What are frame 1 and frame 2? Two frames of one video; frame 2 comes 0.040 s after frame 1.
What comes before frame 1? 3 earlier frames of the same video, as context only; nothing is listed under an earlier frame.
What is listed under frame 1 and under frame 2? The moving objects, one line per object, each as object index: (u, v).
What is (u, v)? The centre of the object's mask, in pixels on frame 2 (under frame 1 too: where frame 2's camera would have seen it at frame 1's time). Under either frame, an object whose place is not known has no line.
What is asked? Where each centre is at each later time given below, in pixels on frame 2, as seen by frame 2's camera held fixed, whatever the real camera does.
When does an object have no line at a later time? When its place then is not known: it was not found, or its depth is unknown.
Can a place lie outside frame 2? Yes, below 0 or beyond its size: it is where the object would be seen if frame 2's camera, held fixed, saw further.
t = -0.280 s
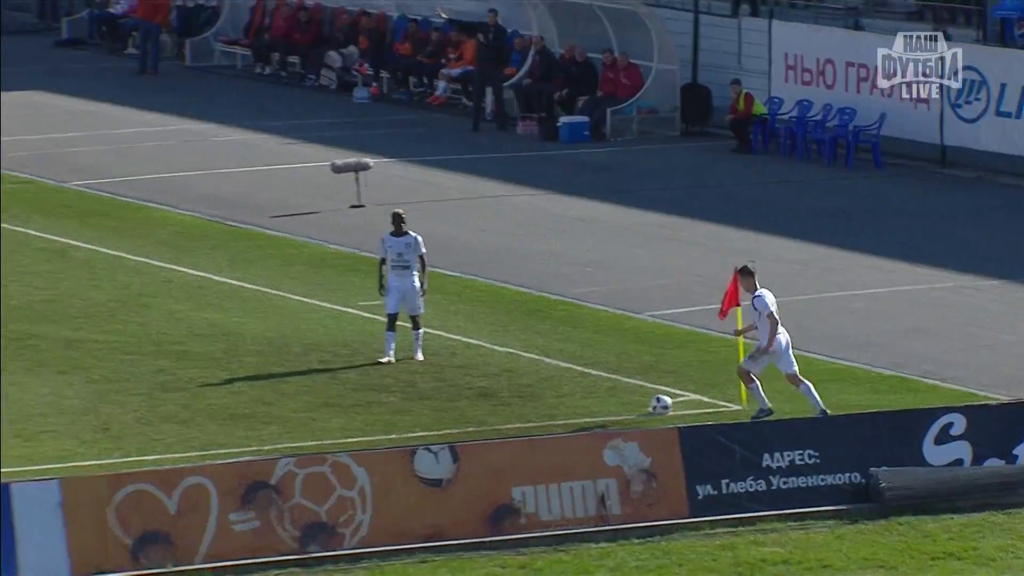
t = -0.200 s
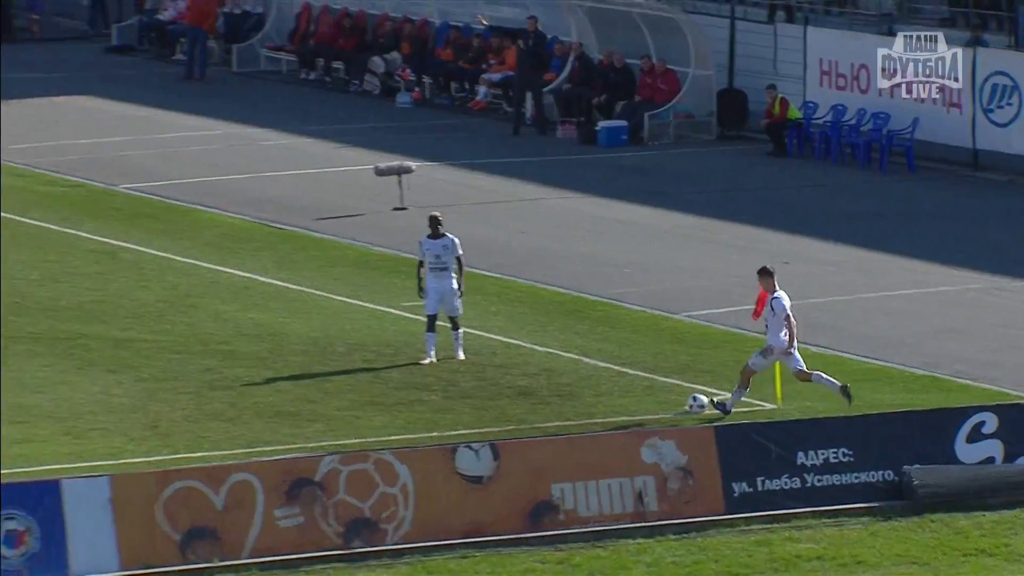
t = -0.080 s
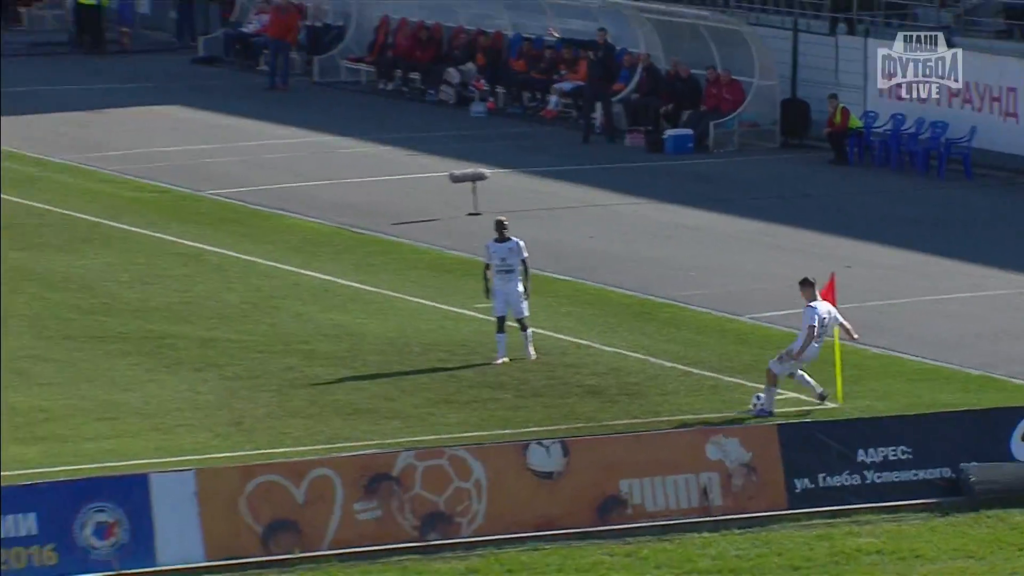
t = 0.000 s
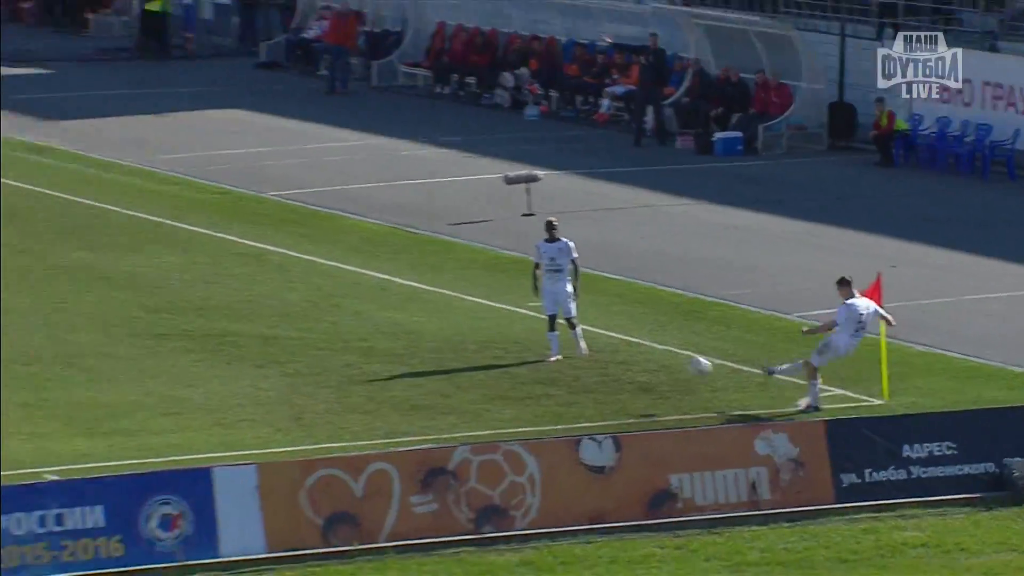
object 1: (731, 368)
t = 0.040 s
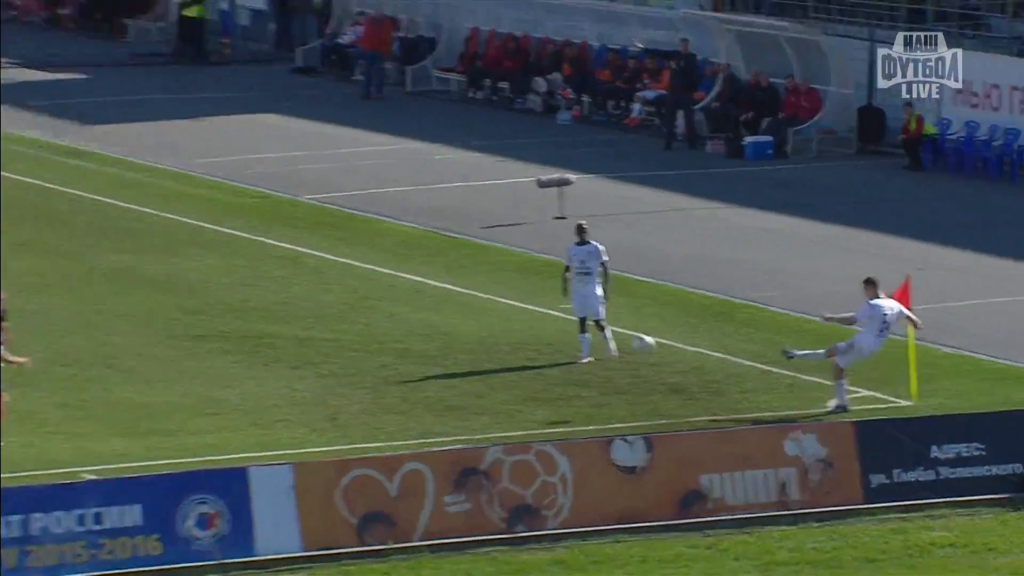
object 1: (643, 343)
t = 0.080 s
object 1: (557, 320)
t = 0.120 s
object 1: (473, 299)
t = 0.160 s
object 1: (390, 281)
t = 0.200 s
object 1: (307, 263)
